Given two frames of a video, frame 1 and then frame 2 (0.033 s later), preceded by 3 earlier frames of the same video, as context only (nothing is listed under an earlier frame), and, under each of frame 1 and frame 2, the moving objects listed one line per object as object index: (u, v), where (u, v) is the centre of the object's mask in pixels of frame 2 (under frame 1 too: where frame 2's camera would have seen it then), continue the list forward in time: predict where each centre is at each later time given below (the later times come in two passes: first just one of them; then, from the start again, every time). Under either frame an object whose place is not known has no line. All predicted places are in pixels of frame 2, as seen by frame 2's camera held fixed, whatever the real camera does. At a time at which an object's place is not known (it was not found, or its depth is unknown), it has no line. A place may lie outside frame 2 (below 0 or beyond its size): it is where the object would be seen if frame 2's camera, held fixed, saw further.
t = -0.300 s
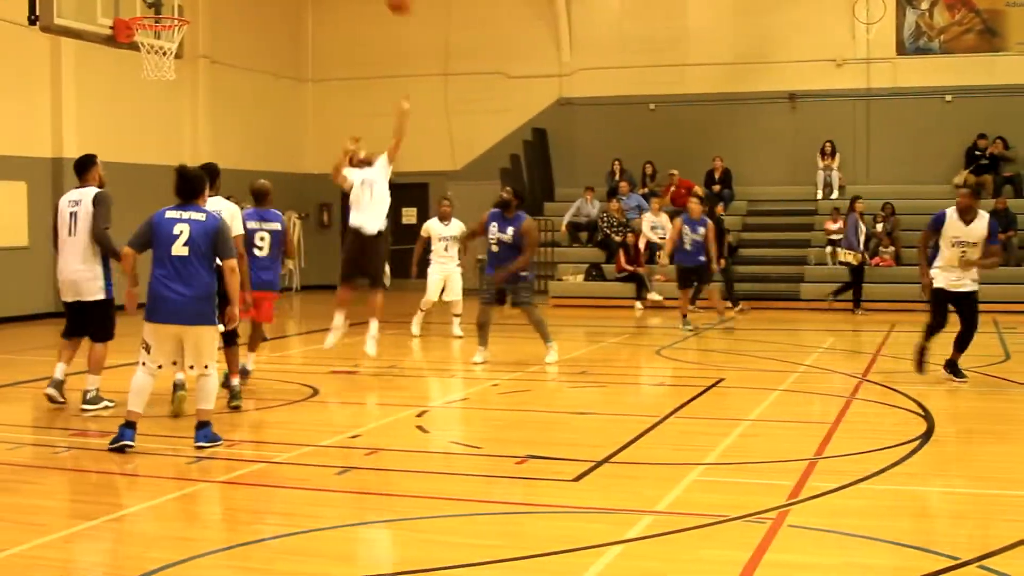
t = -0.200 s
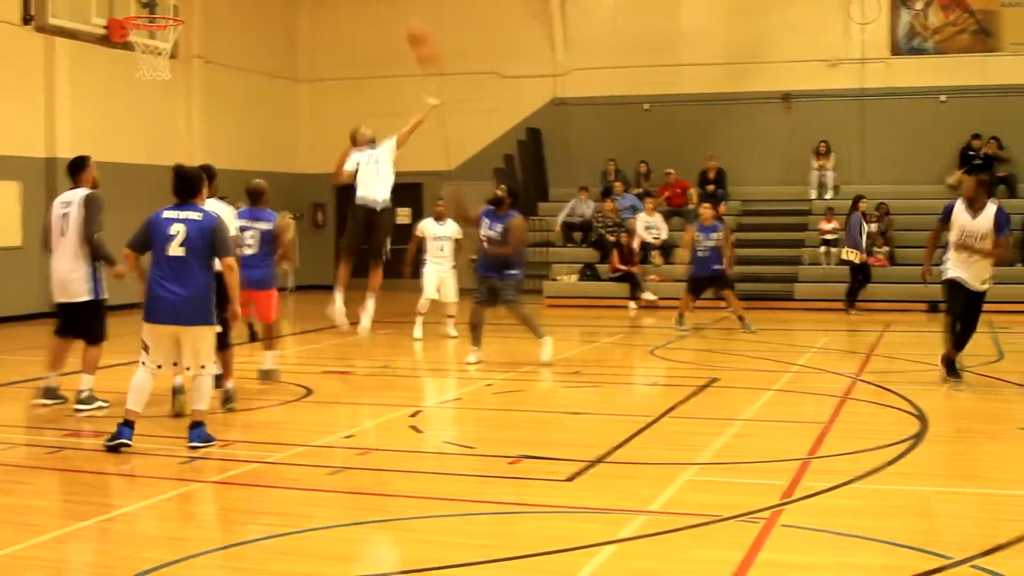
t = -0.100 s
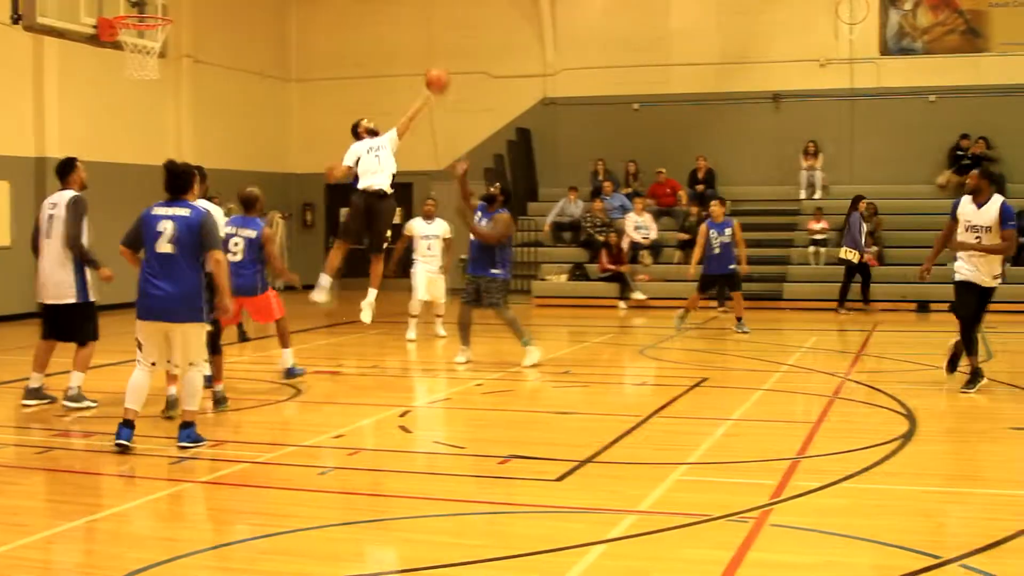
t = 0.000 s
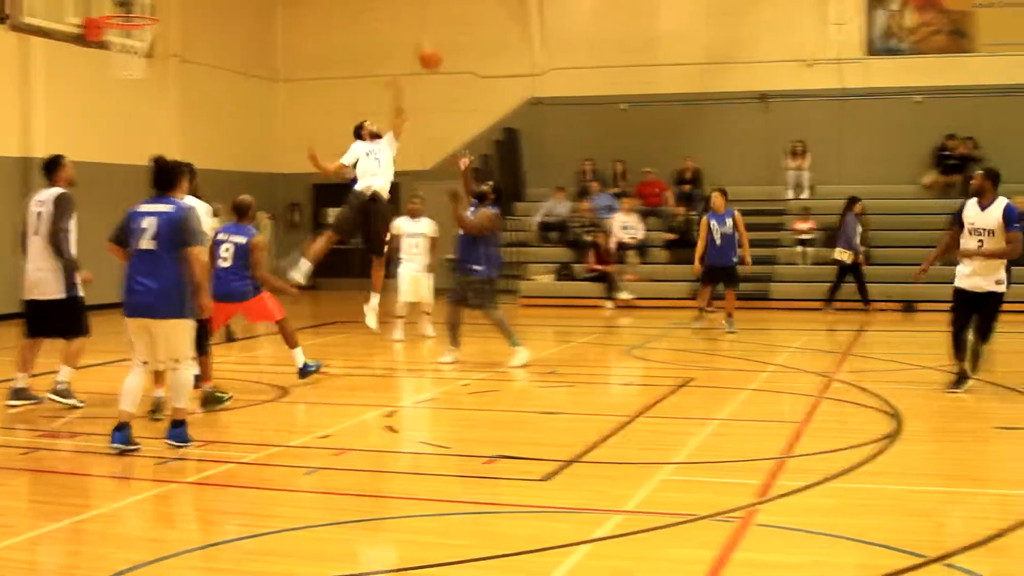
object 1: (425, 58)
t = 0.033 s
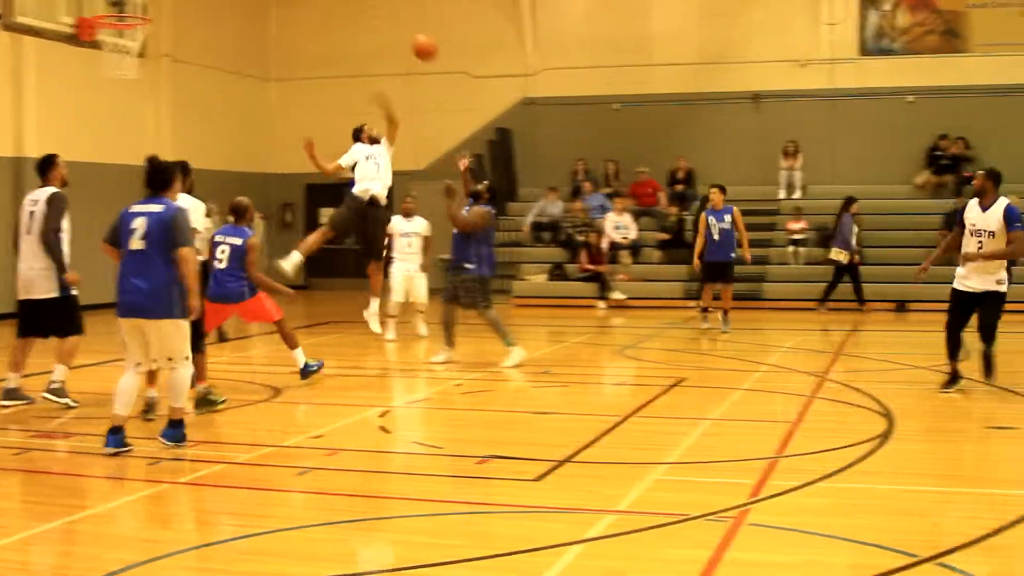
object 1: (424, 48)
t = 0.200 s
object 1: (425, 26)
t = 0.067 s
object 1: (425, 42)
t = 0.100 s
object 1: (423, 36)
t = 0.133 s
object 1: (424, 32)
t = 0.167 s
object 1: (424, 29)
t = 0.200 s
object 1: (425, 26)
